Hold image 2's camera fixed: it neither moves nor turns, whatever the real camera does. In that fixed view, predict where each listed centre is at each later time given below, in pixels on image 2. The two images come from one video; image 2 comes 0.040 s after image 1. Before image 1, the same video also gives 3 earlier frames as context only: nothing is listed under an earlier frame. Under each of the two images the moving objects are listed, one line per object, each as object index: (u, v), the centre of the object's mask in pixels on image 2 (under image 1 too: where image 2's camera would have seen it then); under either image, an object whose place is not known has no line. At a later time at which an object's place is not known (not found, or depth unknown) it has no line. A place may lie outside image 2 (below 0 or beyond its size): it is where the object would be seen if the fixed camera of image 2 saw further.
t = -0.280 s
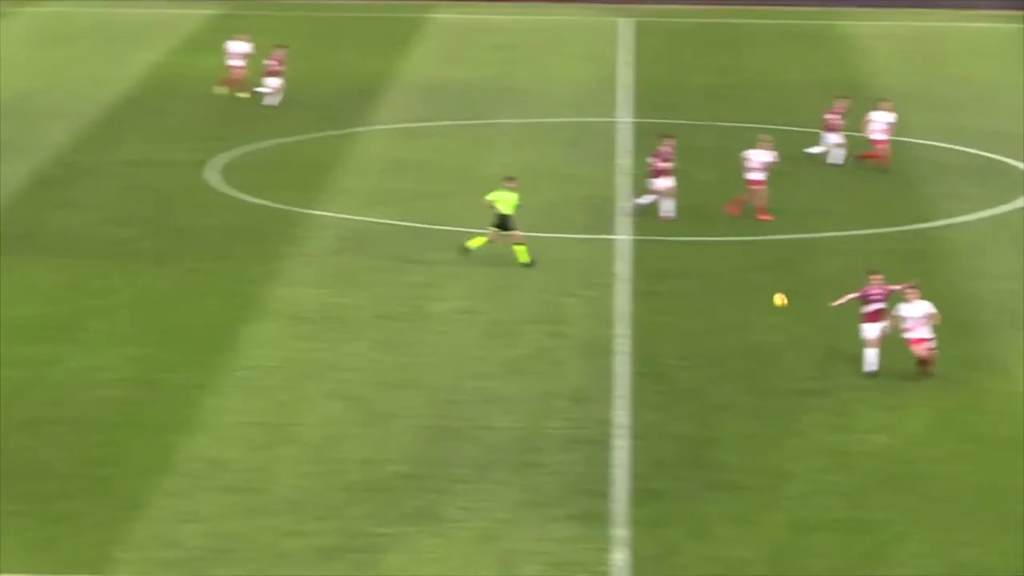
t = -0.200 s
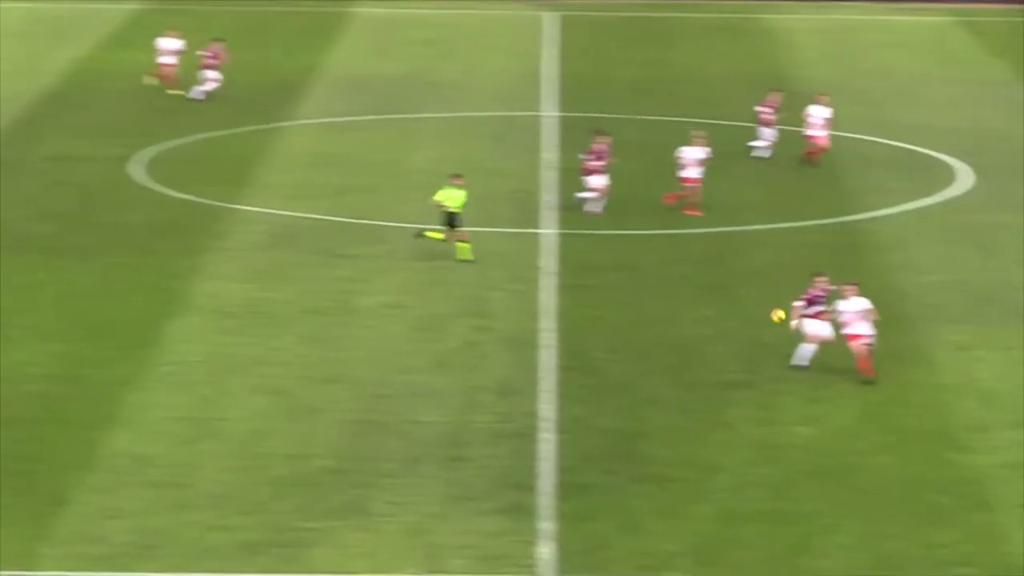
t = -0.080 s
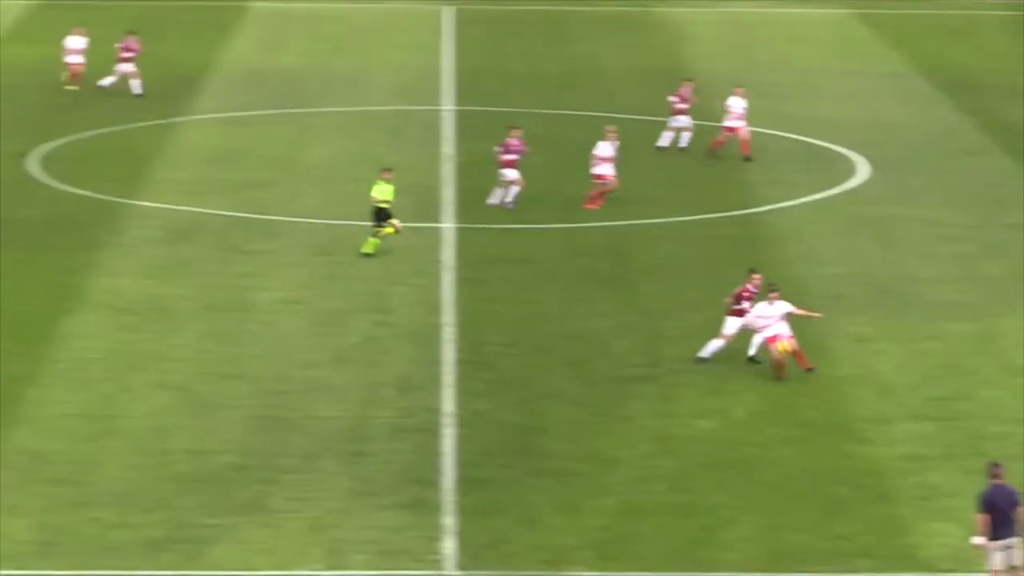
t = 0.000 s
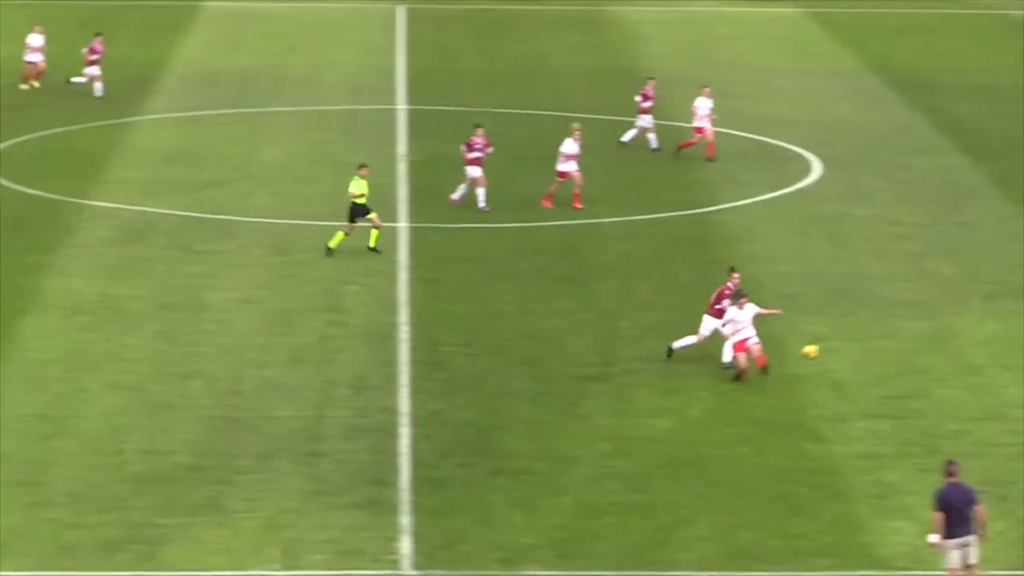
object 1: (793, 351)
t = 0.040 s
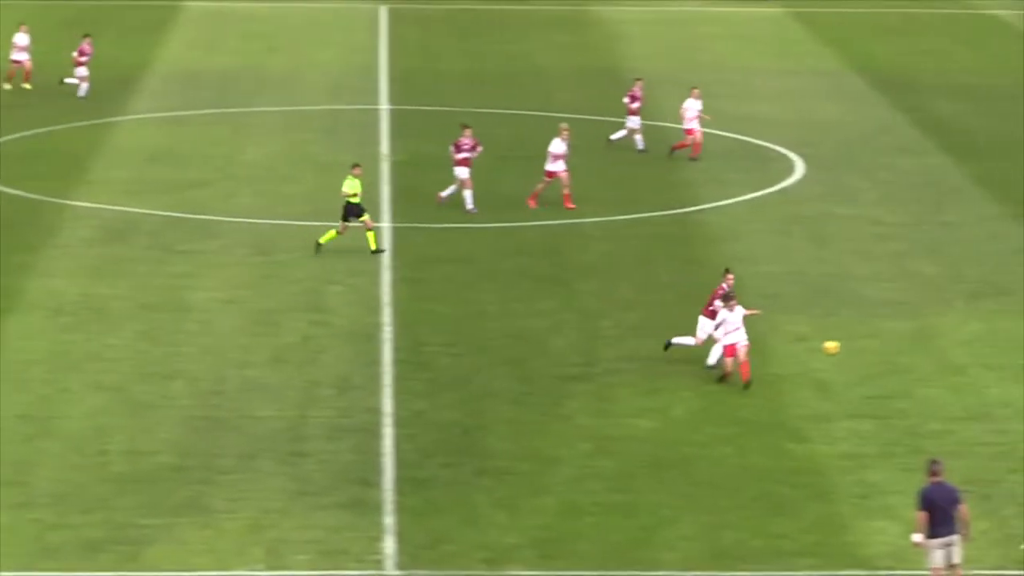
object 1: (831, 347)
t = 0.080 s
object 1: (867, 345)
